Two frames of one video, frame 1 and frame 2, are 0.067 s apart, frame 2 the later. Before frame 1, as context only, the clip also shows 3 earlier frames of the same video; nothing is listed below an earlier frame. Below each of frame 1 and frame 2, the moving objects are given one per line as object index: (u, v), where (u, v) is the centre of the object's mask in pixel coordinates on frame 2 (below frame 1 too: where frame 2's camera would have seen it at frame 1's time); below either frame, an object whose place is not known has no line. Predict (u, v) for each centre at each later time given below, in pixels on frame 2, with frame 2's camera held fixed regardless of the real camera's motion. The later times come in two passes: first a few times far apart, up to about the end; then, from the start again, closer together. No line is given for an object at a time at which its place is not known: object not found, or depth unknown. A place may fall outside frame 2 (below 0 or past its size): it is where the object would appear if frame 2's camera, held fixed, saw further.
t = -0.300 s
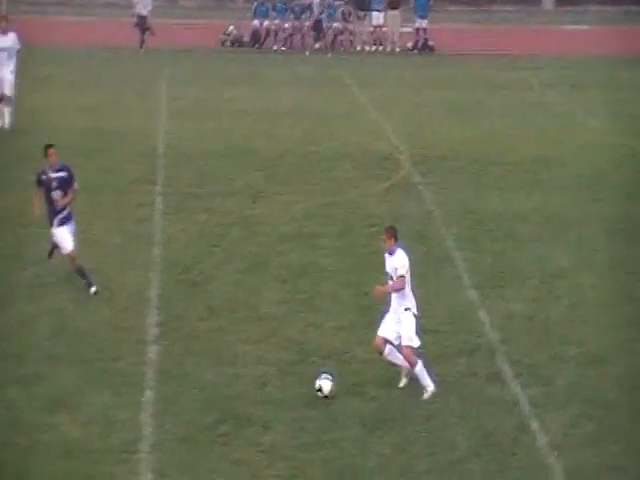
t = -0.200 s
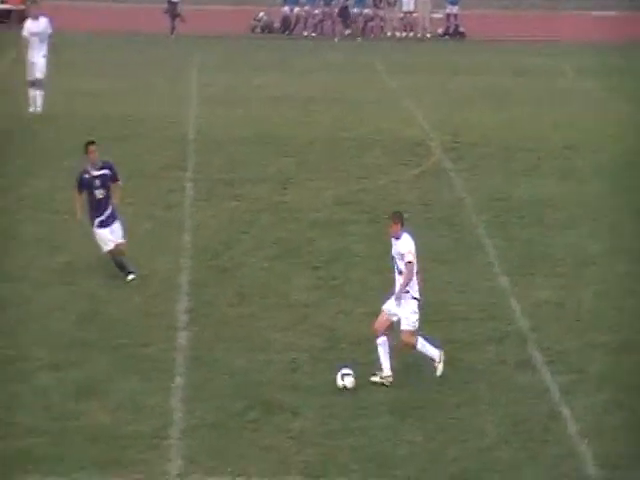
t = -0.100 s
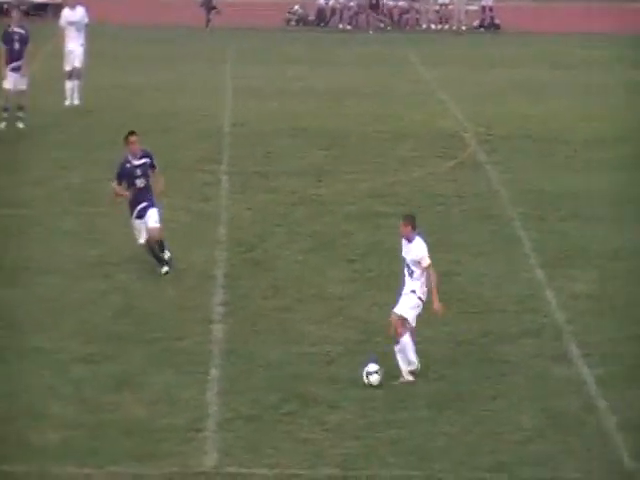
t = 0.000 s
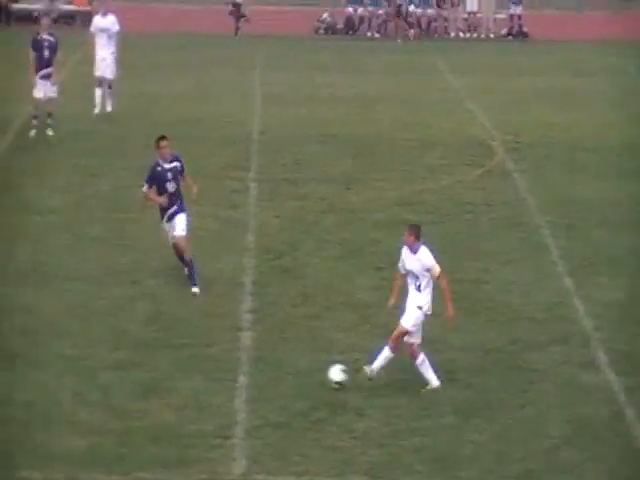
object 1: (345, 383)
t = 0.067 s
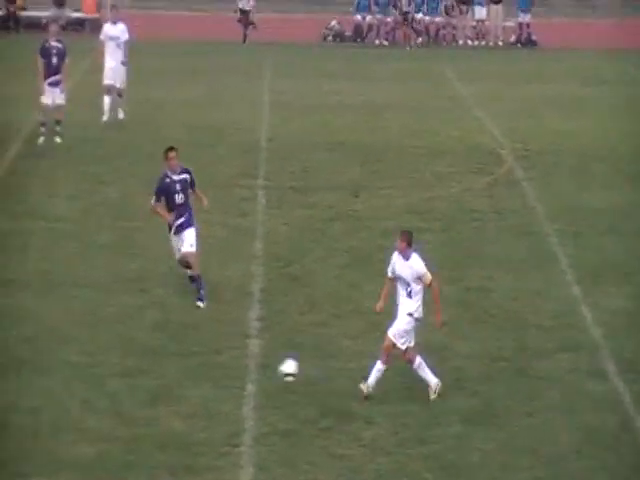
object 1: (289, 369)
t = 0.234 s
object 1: (151, 364)
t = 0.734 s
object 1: (-175, 371)
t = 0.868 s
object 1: (-254, 373)
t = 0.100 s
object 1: (261, 366)
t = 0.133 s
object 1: (233, 361)
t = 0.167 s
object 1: (206, 361)
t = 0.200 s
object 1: (178, 361)
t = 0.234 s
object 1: (151, 364)
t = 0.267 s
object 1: (126, 365)
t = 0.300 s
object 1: (98, 371)
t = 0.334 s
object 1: (72, 376)
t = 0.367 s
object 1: (46, 380)
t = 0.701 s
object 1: (-155, 372)
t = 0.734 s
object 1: (-175, 371)
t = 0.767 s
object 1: (-194, 370)
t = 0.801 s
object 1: (-214, 369)
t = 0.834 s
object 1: (-234, 369)
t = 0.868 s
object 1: (-254, 373)
